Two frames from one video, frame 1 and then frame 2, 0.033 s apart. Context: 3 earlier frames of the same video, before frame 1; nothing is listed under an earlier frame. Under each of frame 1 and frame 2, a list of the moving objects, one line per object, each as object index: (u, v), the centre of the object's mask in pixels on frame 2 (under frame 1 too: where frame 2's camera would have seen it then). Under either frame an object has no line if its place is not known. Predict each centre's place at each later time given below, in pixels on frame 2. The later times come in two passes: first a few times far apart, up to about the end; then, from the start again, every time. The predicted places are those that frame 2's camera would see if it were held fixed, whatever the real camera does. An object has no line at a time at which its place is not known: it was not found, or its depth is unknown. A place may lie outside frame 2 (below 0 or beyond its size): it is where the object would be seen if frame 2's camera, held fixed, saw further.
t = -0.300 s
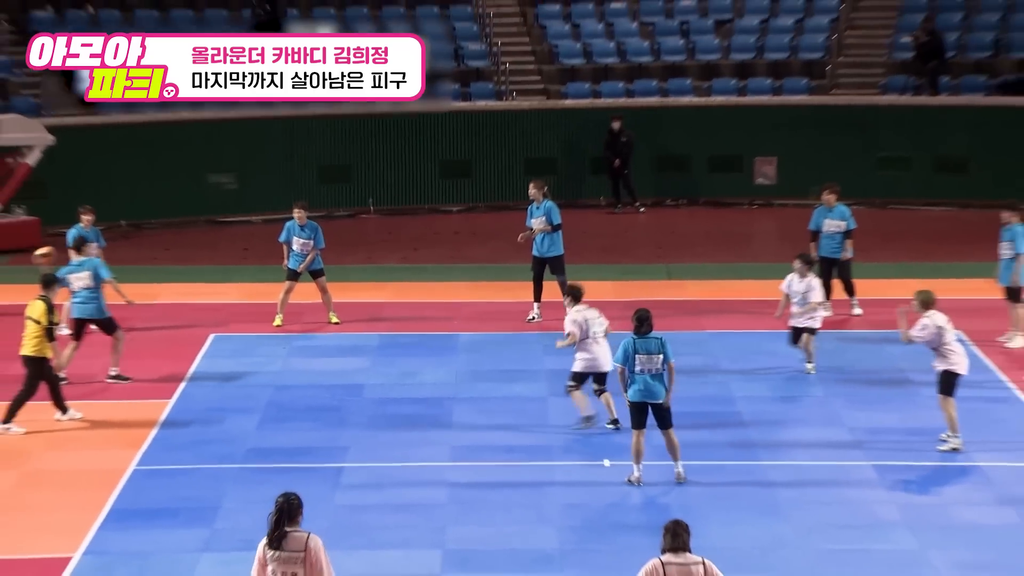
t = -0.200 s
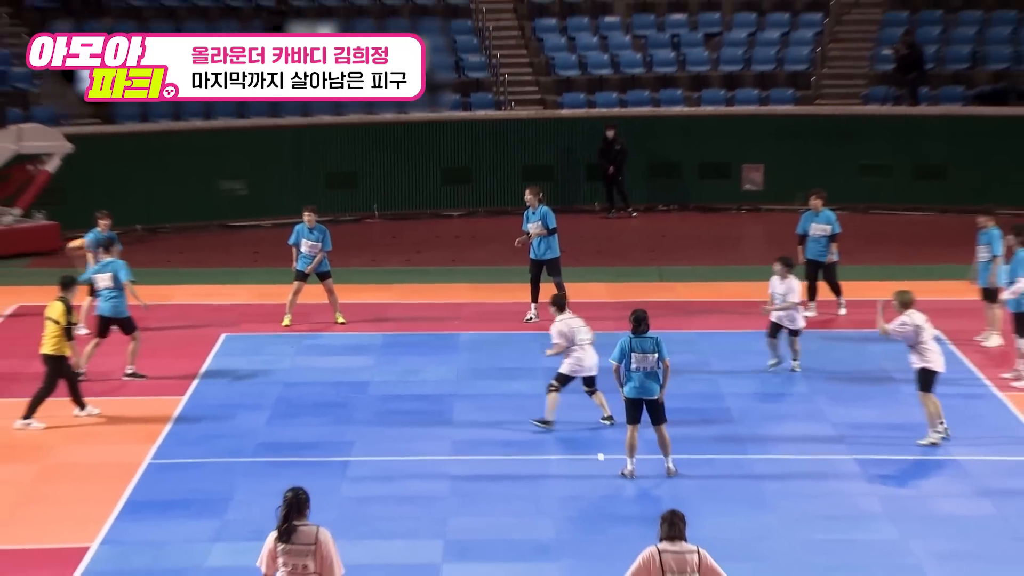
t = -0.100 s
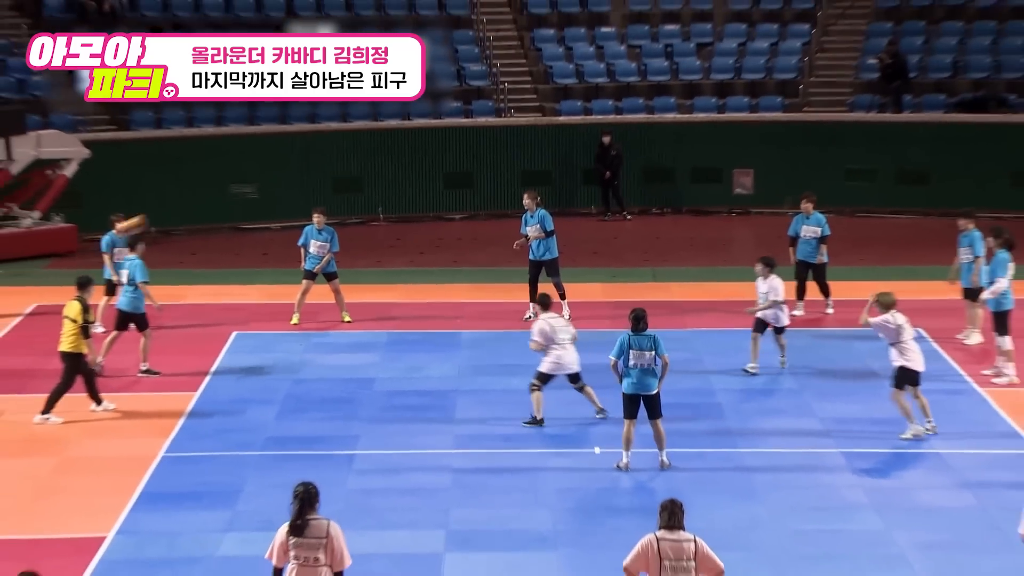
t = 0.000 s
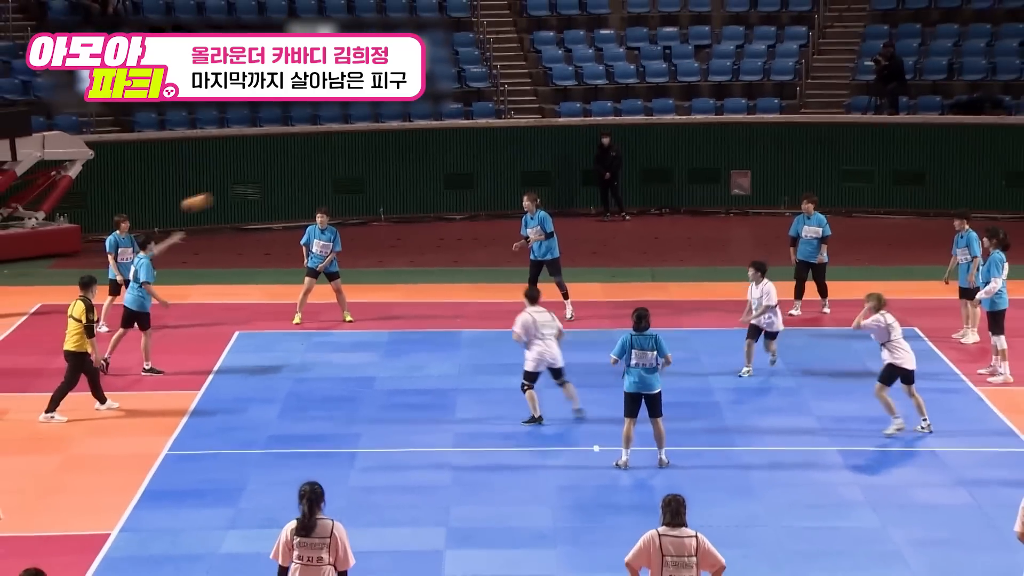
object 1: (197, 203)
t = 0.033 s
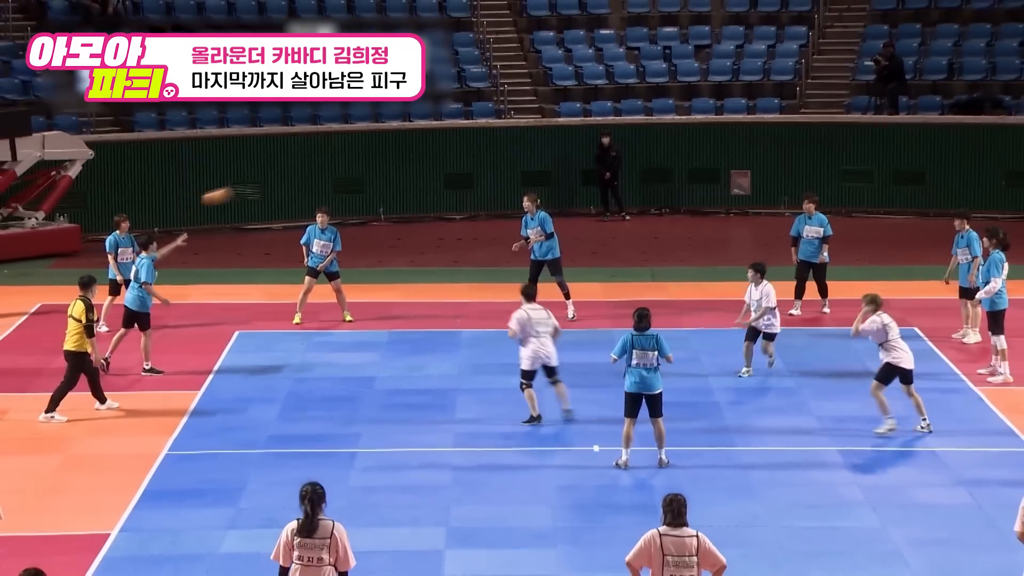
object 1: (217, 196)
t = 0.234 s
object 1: (335, 176)
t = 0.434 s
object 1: (441, 188)
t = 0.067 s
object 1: (238, 191)
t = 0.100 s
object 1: (258, 187)
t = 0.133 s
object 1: (278, 182)
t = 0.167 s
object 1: (297, 179)
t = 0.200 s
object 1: (316, 178)
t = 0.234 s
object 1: (335, 176)
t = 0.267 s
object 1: (353, 176)
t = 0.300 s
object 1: (371, 177)
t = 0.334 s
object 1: (388, 178)
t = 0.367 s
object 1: (406, 181)
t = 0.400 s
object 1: (423, 184)
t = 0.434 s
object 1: (441, 188)
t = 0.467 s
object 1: (458, 192)
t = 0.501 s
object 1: (474, 197)
